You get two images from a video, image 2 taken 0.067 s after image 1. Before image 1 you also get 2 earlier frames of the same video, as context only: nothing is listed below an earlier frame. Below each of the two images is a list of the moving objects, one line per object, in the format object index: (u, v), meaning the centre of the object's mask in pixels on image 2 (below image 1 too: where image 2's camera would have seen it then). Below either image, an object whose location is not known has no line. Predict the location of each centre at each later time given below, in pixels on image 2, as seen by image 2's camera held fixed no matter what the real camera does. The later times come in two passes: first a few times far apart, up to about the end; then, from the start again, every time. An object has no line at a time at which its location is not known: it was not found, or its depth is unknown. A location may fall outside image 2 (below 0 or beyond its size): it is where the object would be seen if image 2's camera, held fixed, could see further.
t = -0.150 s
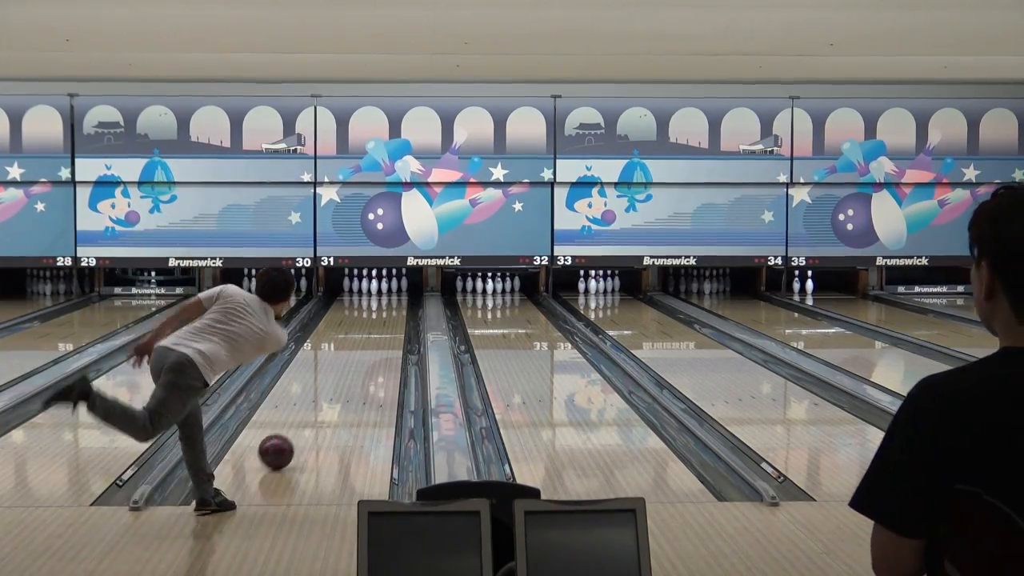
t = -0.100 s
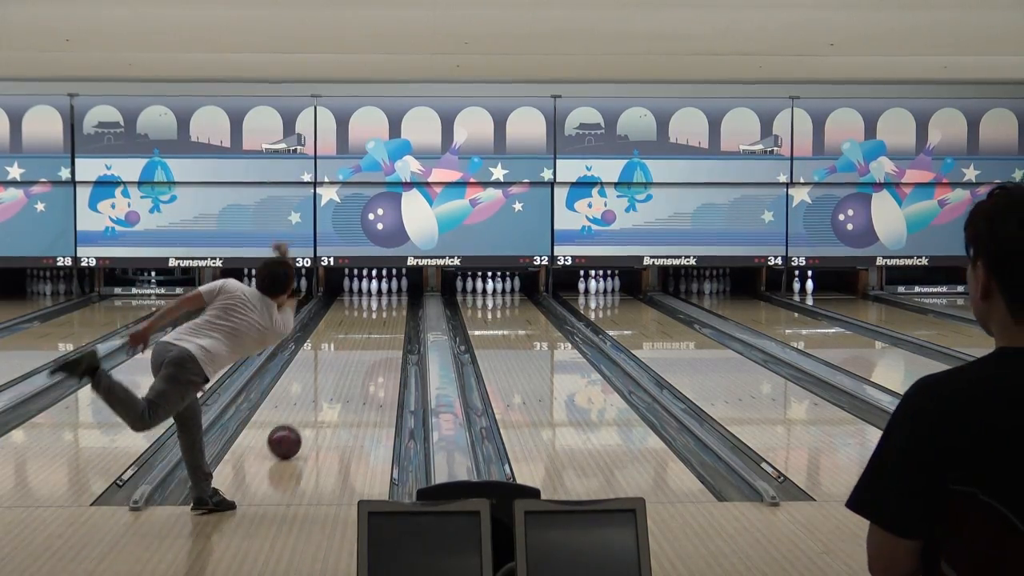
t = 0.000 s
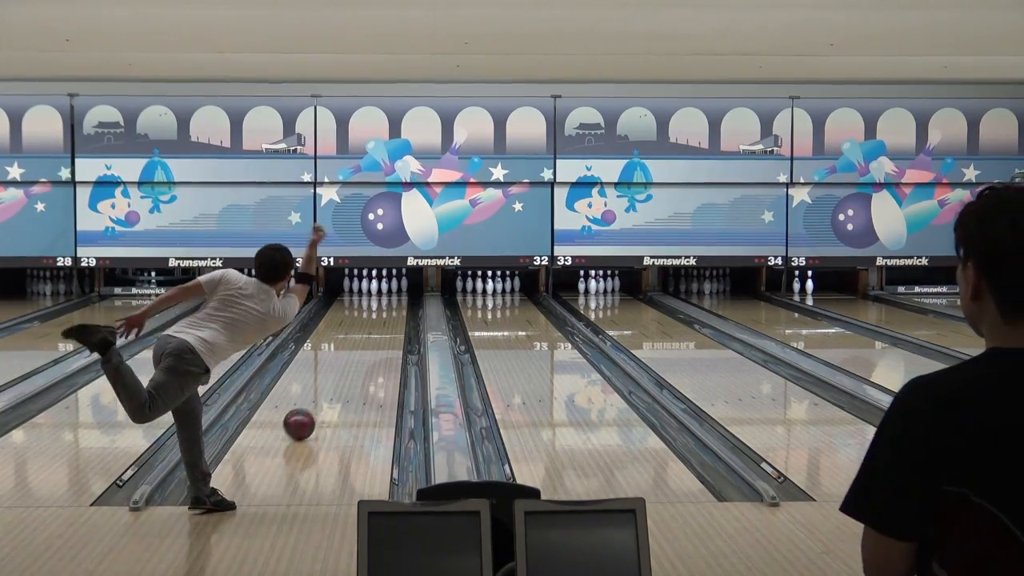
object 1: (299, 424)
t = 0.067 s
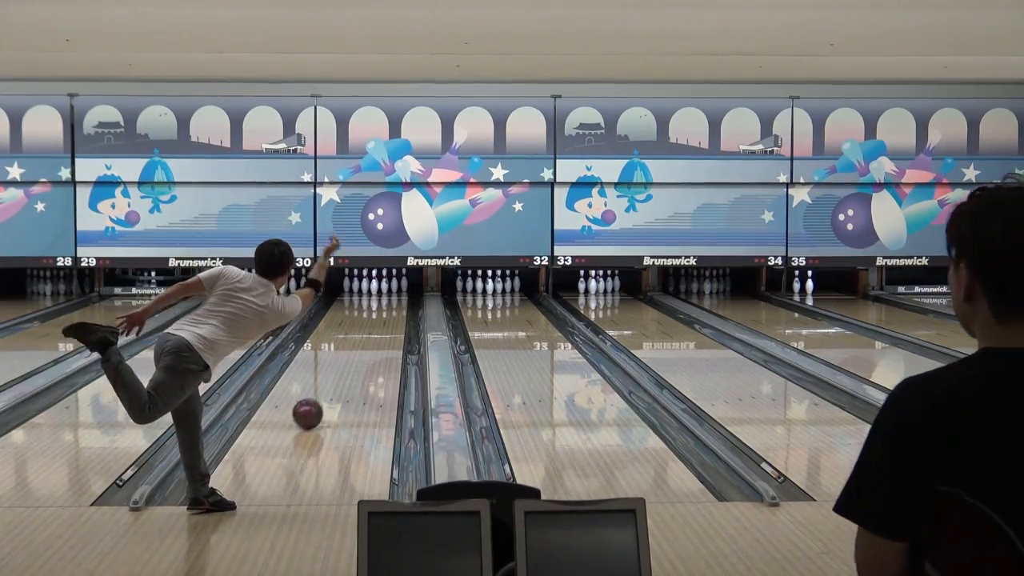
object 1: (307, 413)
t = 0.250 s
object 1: (327, 389)
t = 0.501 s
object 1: (346, 363)
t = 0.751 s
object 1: (359, 343)
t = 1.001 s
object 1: (369, 328)
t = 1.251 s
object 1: (376, 315)
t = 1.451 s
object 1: (379, 307)
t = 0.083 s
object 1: (310, 411)
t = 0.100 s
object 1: (311, 409)
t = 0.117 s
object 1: (313, 406)
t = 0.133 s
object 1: (315, 404)
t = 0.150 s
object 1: (317, 402)
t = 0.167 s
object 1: (319, 399)
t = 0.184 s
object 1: (320, 397)
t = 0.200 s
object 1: (322, 395)
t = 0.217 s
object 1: (323, 393)
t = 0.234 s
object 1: (325, 391)
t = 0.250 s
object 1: (327, 389)
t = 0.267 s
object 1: (328, 387)
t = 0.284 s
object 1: (330, 385)
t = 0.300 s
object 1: (331, 383)
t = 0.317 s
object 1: (332, 382)
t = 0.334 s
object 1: (334, 380)
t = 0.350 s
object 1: (335, 378)
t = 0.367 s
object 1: (337, 376)
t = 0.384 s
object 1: (338, 374)
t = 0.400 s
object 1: (339, 373)
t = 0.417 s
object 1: (340, 371)
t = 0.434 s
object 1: (341, 369)
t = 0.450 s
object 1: (342, 368)
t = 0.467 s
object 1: (344, 366)
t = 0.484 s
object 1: (345, 365)
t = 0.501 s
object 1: (346, 363)
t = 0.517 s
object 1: (347, 362)
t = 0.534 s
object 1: (348, 360)
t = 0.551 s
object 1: (349, 359)
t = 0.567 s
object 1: (350, 357)
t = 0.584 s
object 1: (351, 356)
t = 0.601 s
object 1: (352, 355)
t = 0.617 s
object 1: (352, 353)
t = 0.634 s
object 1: (353, 352)
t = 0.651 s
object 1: (354, 351)
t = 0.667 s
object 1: (355, 349)
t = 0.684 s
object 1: (356, 348)
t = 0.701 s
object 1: (357, 347)
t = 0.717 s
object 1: (357, 346)
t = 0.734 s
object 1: (358, 344)
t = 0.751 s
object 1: (359, 343)
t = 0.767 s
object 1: (360, 342)
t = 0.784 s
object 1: (360, 341)
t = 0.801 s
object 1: (361, 340)
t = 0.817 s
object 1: (362, 339)
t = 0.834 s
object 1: (363, 338)
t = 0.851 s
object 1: (363, 337)
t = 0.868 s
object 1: (364, 336)
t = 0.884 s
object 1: (365, 335)
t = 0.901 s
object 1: (365, 334)
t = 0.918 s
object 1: (366, 333)
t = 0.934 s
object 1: (366, 332)
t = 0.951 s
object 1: (367, 331)
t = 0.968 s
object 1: (368, 330)
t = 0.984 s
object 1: (368, 329)
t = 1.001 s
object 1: (369, 328)
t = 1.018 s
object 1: (369, 327)
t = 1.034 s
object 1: (370, 326)
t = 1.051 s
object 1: (370, 326)
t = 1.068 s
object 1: (371, 325)
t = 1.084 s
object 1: (371, 324)
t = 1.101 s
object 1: (371, 323)
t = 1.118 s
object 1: (372, 322)
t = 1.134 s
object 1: (372, 321)
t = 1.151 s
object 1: (373, 321)
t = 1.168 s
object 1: (373, 320)
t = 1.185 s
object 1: (374, 319)
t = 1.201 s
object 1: (374, 318)
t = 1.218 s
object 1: (374, 317)
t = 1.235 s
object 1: (375, 316)
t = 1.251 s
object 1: (376, 315)
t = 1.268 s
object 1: (376, 315)
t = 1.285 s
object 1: (376, 314)
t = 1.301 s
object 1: (376, 313)
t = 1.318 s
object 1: (377, 312)
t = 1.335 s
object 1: (377, 312)
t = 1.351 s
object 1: (378, 311)
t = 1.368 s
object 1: (378, 310)
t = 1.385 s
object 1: (378, 309)
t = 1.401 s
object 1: (378, 309)
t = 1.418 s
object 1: (378, 308)
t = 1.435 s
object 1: (378, 307)
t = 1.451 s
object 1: (379, 307)
